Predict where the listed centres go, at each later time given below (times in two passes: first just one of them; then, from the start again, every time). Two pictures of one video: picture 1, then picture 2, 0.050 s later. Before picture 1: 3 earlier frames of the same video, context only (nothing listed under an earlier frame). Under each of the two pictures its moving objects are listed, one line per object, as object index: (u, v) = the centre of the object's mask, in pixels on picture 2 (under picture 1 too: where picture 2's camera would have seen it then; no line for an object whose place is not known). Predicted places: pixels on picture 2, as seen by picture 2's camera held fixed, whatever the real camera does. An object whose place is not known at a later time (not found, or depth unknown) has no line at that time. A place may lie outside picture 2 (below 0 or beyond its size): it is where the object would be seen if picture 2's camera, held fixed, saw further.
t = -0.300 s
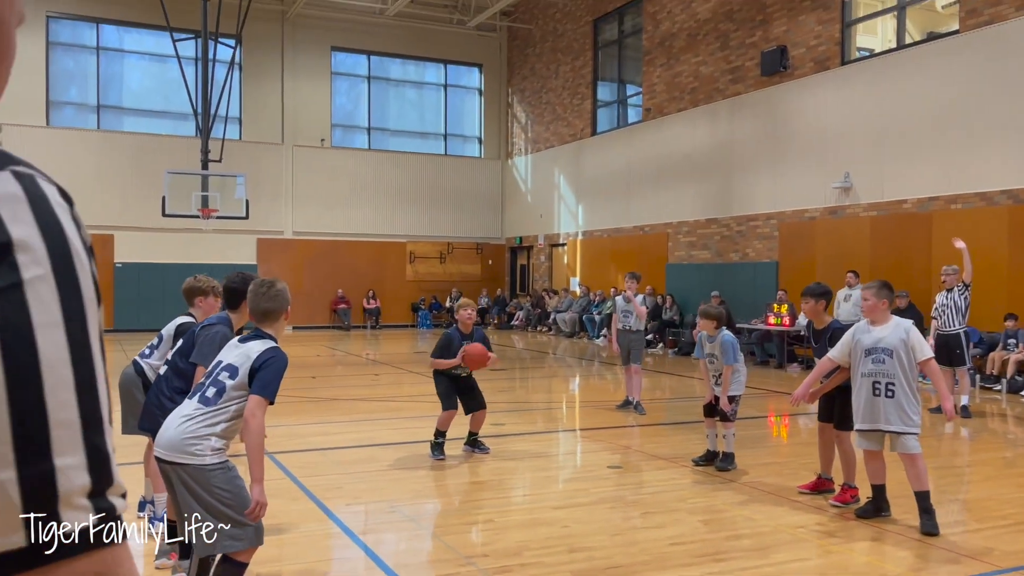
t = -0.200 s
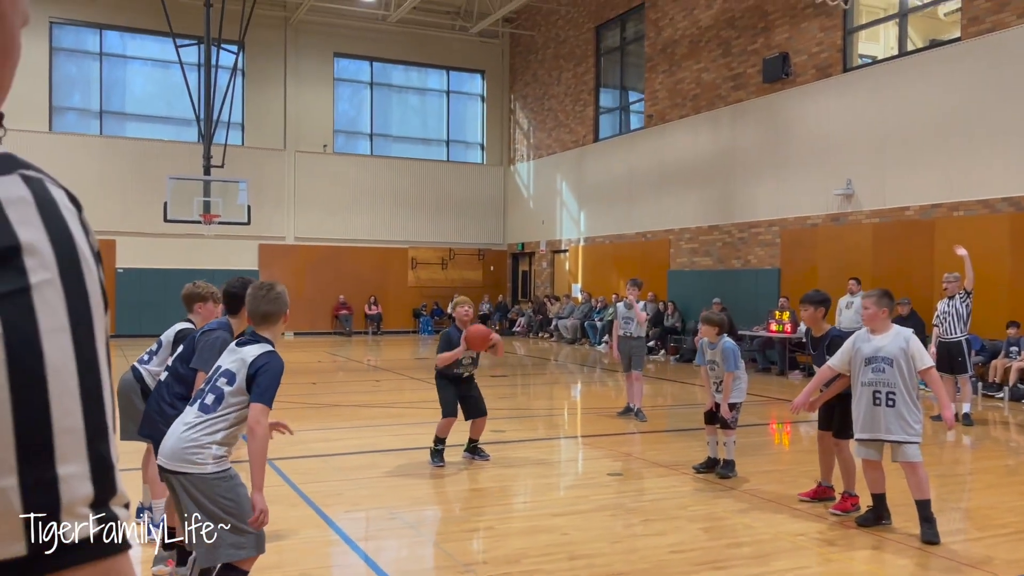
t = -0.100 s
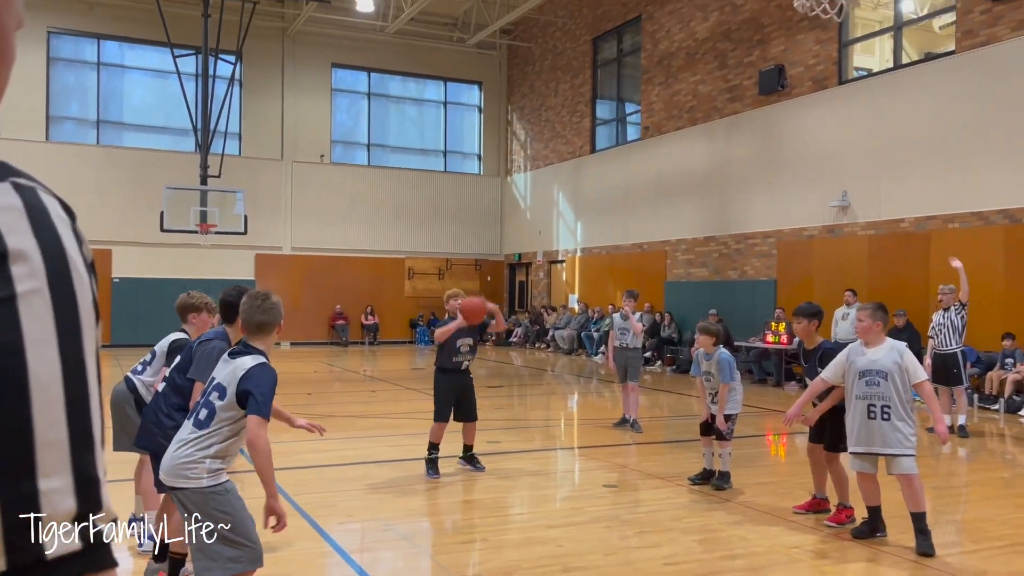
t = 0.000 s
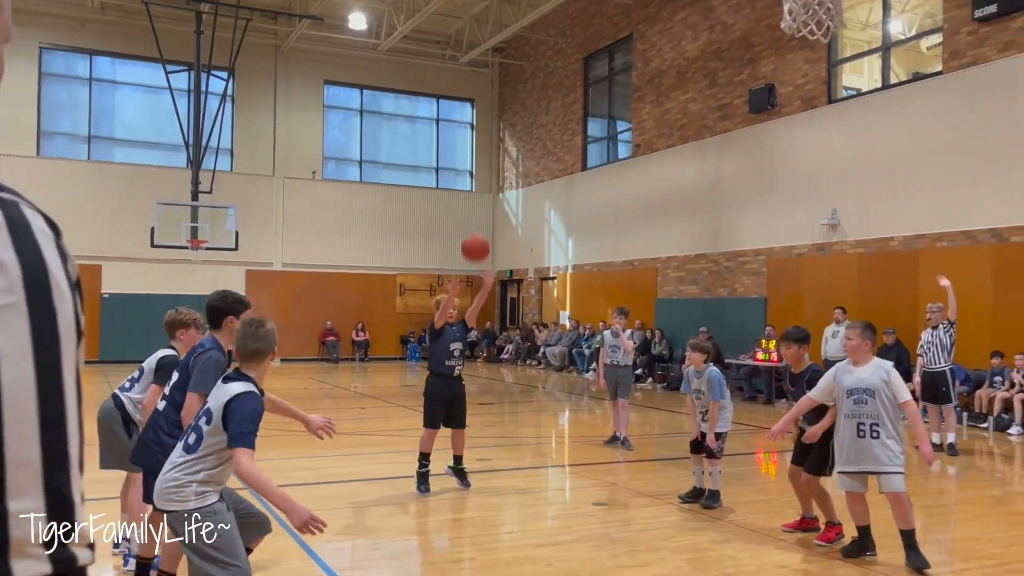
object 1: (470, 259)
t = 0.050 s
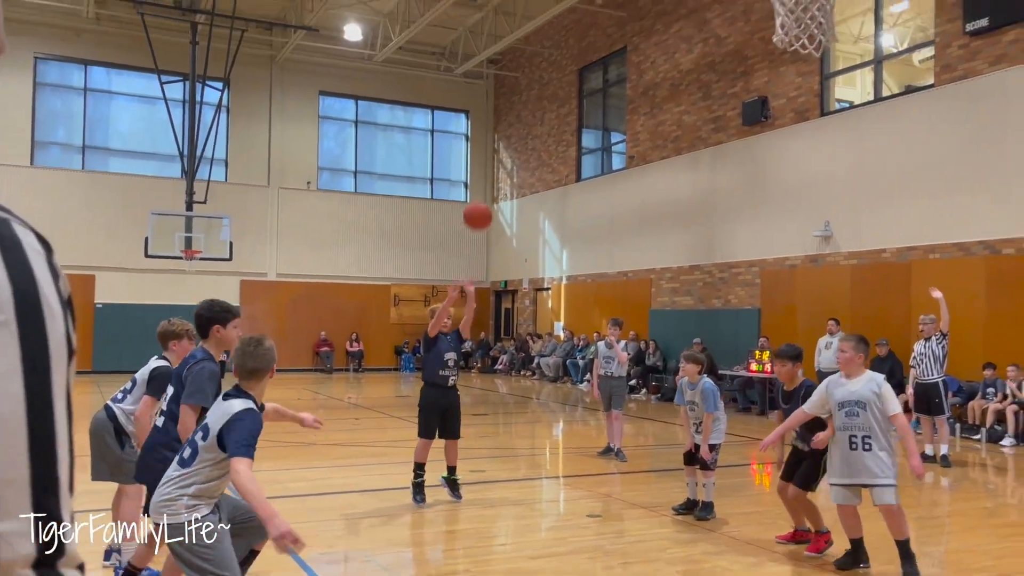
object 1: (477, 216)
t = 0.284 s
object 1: (521, 32)
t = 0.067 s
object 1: (480, 202)
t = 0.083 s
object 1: (483, 188)
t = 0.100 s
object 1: (486, 174)
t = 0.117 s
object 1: (489, 160)
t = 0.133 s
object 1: (492, 146)
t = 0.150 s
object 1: (495, 133)
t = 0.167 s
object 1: (498, 120)
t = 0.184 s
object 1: (502, 107)
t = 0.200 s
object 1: (506, 95)
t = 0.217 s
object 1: (507, 82)
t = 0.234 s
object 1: (511, 70)
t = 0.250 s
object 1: (514, 57)
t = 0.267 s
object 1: (517, 45)
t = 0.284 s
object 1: (521, 32)
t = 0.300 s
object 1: (524, 20)
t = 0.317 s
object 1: (528, 8)
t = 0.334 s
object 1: (531, -3)
